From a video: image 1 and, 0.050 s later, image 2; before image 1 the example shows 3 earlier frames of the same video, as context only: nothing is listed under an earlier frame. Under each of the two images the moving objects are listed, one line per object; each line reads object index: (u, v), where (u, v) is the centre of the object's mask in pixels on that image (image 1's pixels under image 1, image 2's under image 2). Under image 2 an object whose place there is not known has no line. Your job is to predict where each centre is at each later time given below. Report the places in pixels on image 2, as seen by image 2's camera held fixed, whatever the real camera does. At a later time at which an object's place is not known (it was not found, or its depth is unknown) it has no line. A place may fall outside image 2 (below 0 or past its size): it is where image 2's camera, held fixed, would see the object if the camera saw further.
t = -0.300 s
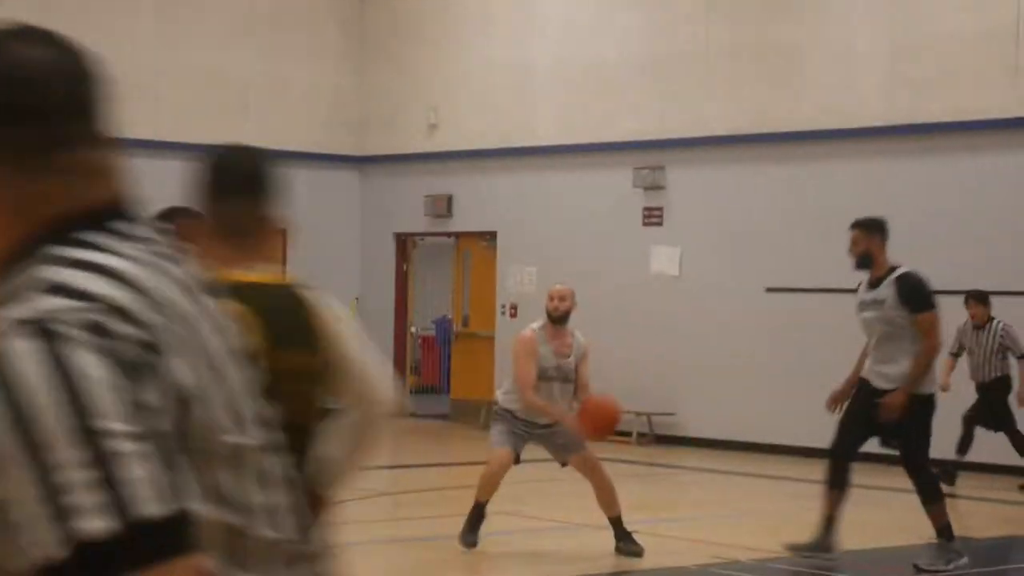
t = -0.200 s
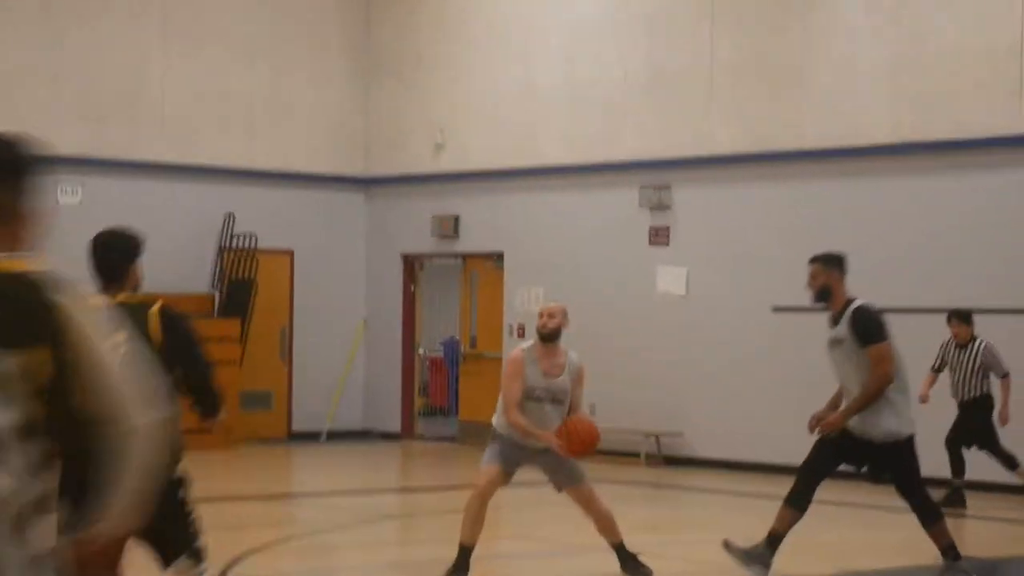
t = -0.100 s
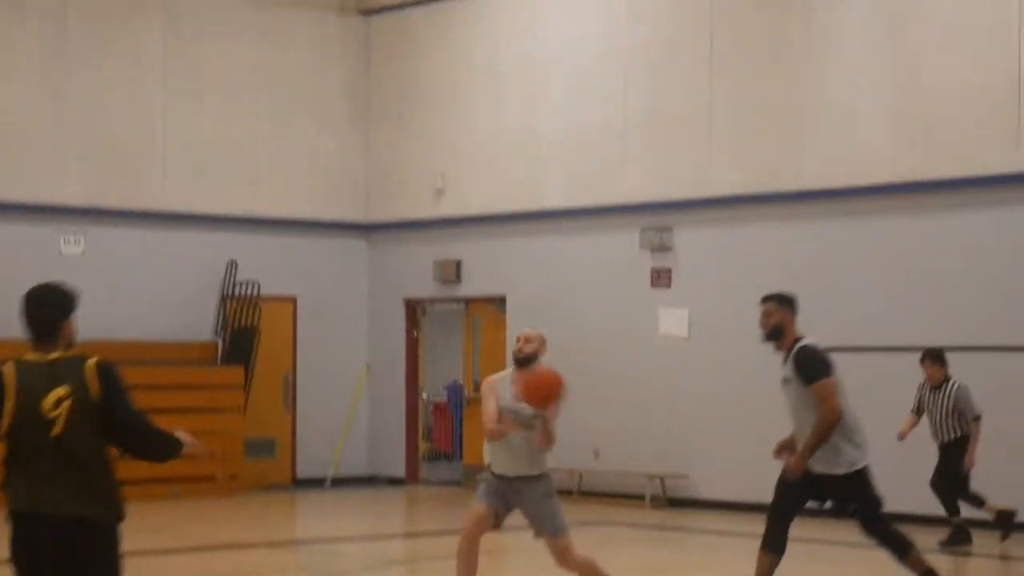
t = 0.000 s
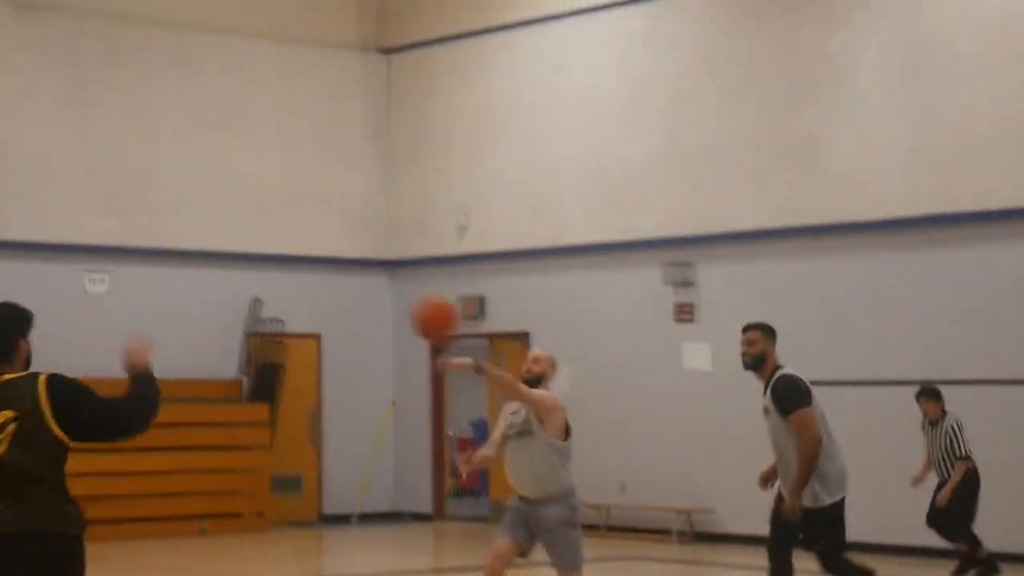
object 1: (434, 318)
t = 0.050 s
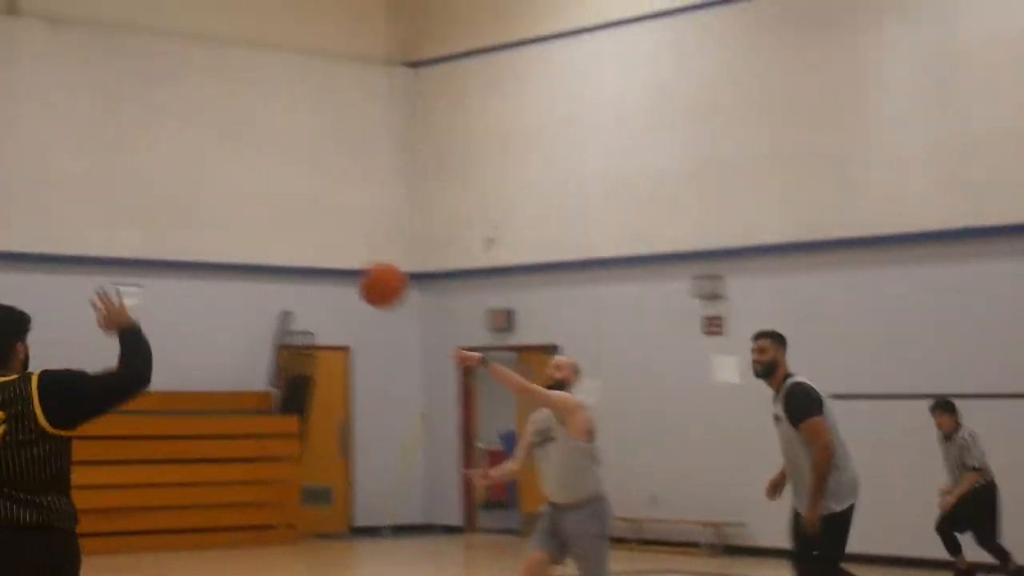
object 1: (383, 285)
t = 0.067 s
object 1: (353, 269)
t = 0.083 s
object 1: (322, 254)
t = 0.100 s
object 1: (291, 238)
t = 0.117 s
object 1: (261, 223)
